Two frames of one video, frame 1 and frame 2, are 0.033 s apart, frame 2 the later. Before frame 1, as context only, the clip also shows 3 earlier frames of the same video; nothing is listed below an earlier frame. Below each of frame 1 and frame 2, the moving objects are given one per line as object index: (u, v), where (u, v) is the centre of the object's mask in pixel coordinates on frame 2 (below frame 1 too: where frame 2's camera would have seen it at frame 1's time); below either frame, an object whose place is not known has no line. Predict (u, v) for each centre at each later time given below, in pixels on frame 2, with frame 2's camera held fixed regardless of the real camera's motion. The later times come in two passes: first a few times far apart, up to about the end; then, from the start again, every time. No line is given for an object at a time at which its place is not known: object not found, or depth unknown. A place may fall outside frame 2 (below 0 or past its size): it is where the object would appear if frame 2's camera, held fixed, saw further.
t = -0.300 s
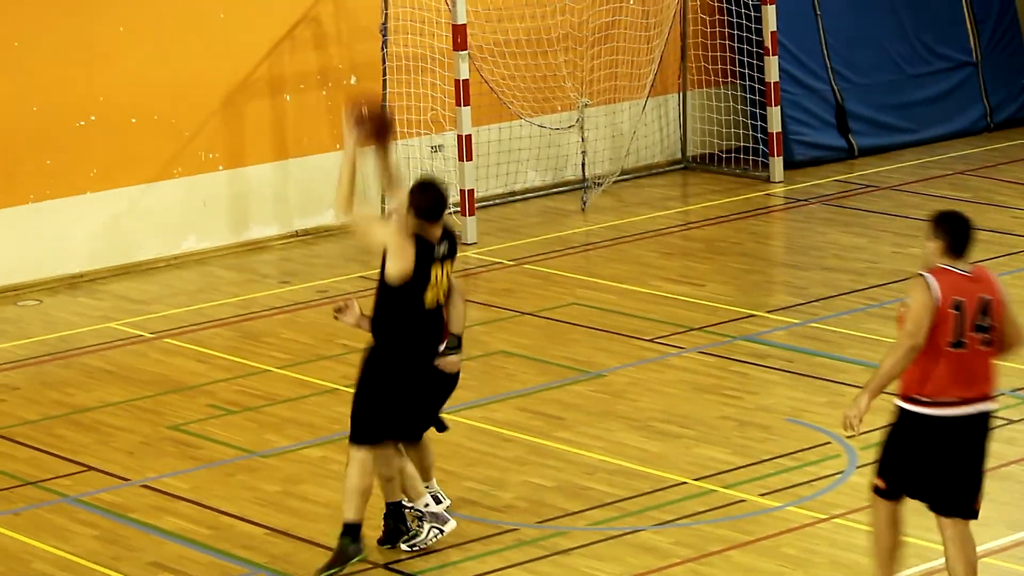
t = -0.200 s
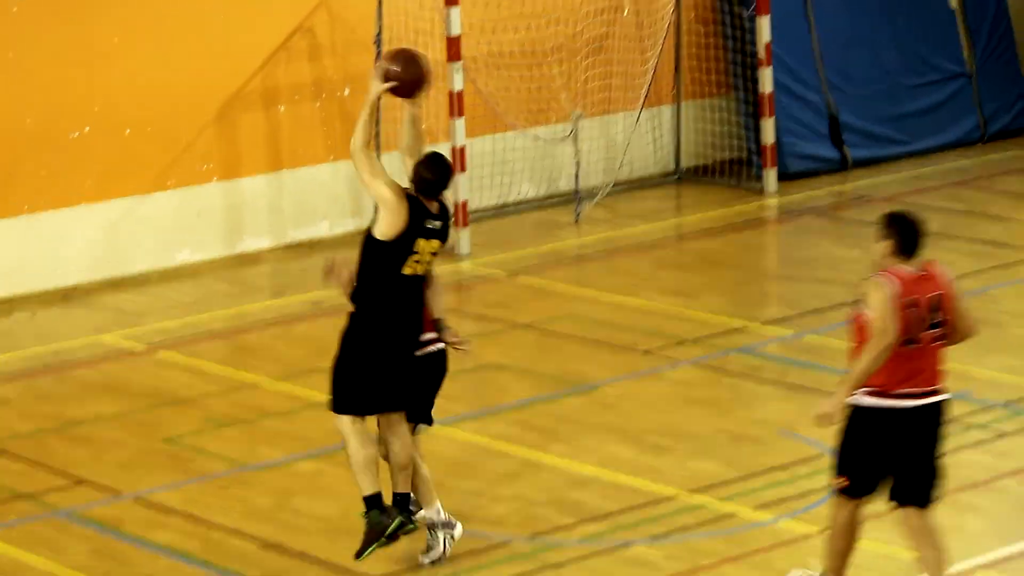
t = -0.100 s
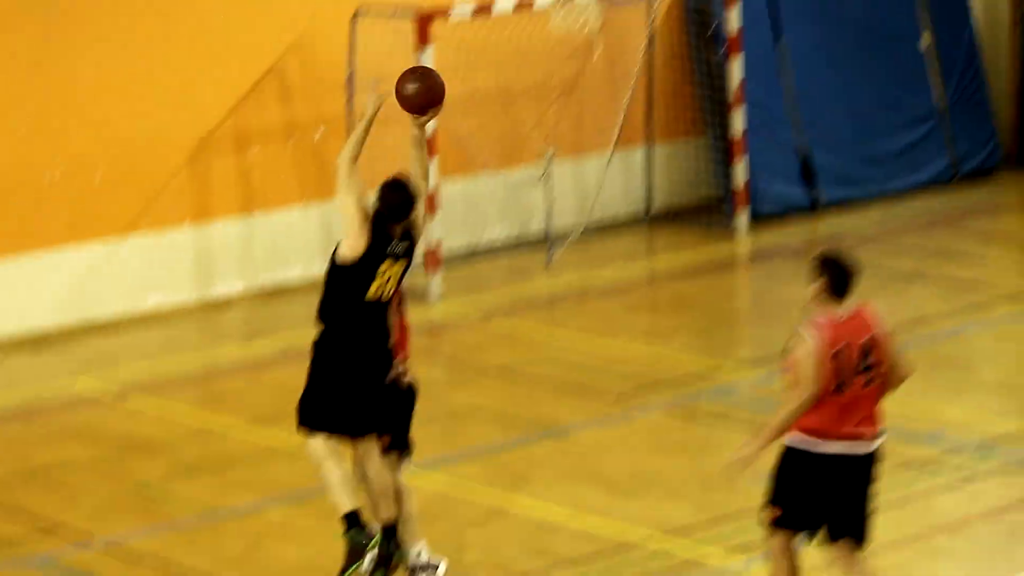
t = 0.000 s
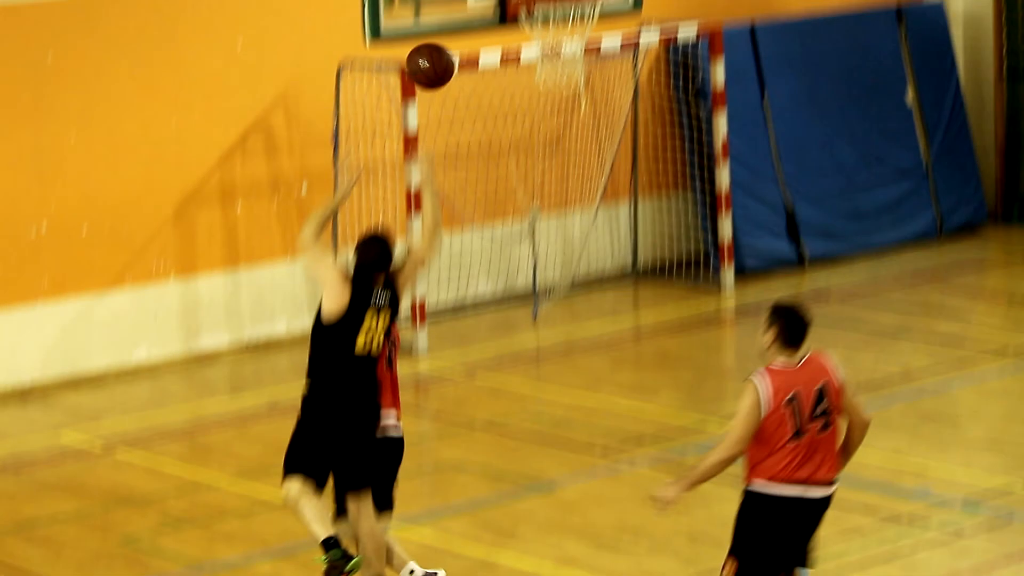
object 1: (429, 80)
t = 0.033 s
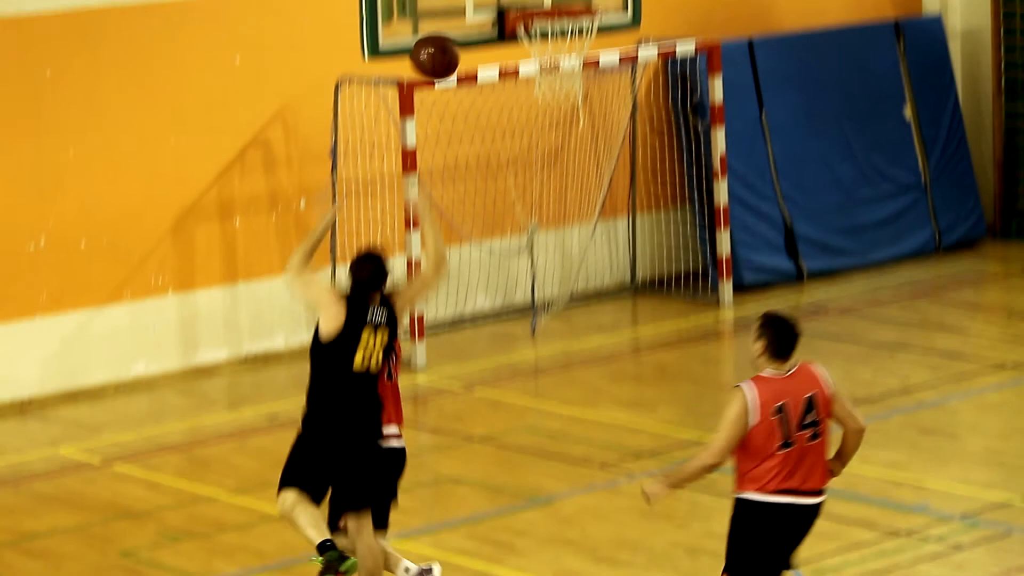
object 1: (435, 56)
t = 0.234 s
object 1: (475, -30)
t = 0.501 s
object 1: (580, 34)
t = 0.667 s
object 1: (582, 89)
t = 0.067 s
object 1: (442, 36)
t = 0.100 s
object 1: (449, 16)
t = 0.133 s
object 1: (455, 0)
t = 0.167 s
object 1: (462, -14)
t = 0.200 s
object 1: (468, -23)
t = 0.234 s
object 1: (475, -30)
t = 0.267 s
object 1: (486, -32)
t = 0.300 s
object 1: (501, -31)
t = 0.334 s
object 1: (513, -28)
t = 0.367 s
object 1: (527, -20)
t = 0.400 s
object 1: (541, -11)
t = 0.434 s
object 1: (557, -3)
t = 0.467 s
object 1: (572, 16)
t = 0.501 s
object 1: (580, 34)
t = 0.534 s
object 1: (585, 43)
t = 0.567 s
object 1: (587, 55)
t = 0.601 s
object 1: (585, 64)
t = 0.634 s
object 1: (583, 74)
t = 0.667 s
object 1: (582, 89)
